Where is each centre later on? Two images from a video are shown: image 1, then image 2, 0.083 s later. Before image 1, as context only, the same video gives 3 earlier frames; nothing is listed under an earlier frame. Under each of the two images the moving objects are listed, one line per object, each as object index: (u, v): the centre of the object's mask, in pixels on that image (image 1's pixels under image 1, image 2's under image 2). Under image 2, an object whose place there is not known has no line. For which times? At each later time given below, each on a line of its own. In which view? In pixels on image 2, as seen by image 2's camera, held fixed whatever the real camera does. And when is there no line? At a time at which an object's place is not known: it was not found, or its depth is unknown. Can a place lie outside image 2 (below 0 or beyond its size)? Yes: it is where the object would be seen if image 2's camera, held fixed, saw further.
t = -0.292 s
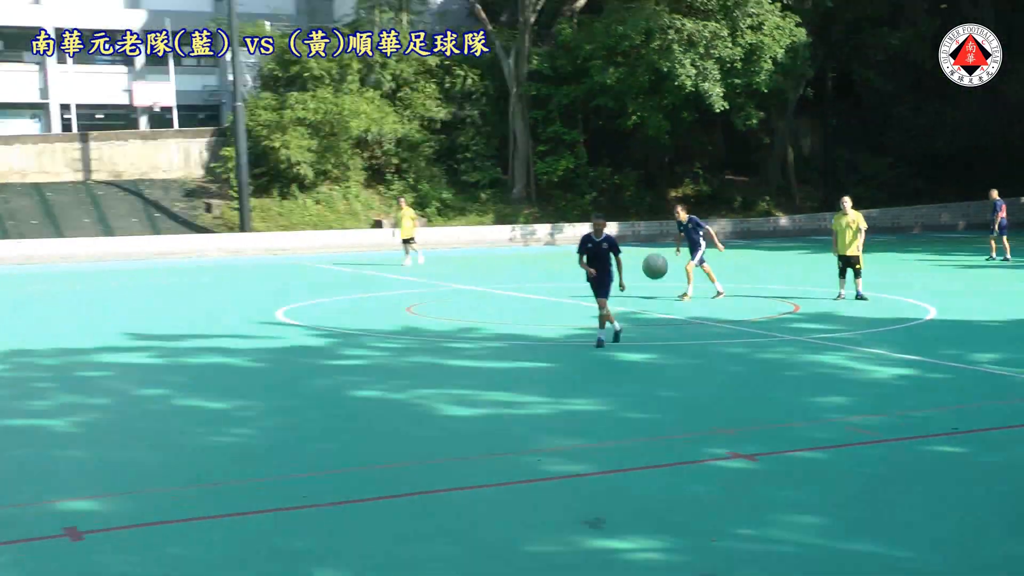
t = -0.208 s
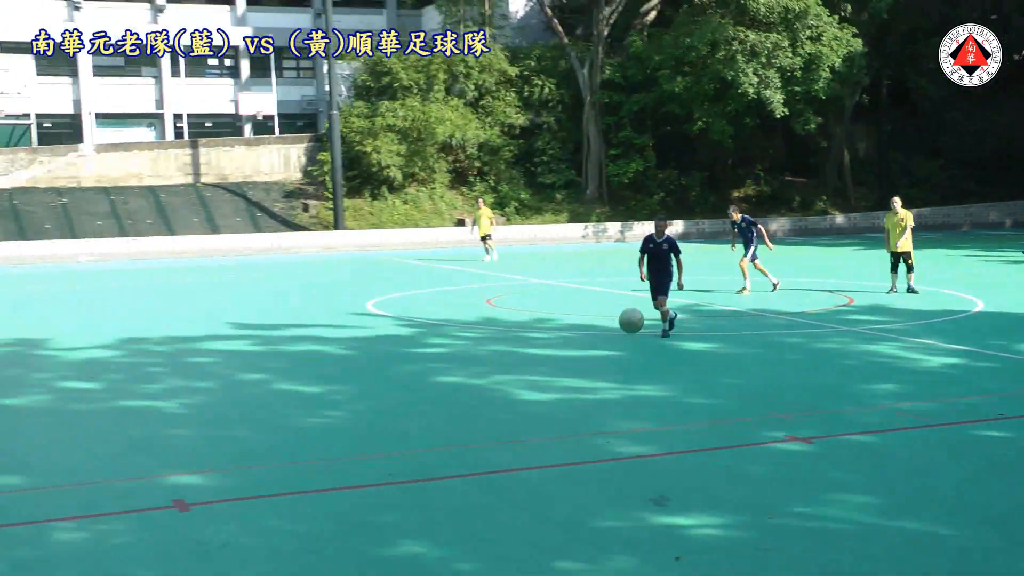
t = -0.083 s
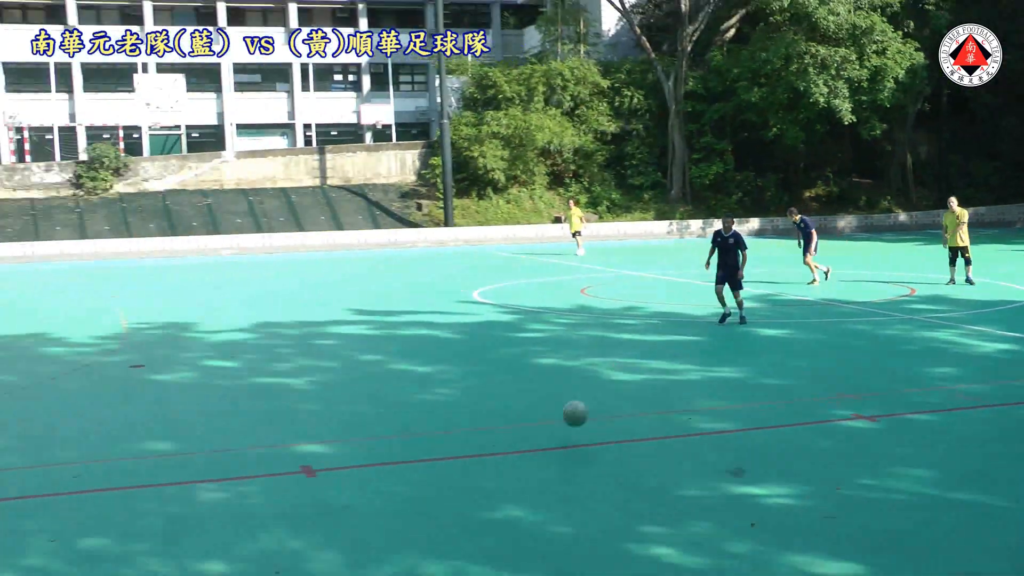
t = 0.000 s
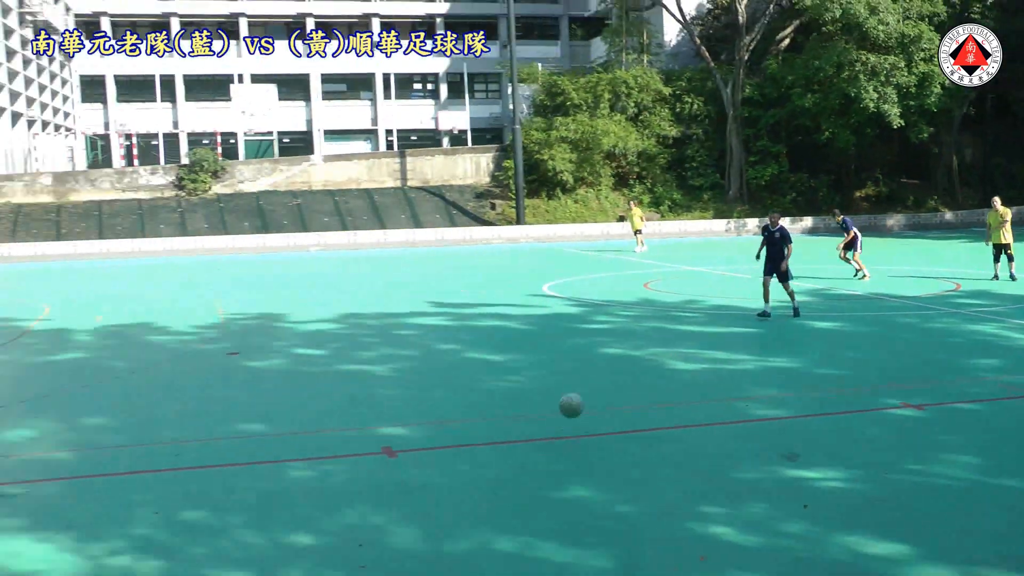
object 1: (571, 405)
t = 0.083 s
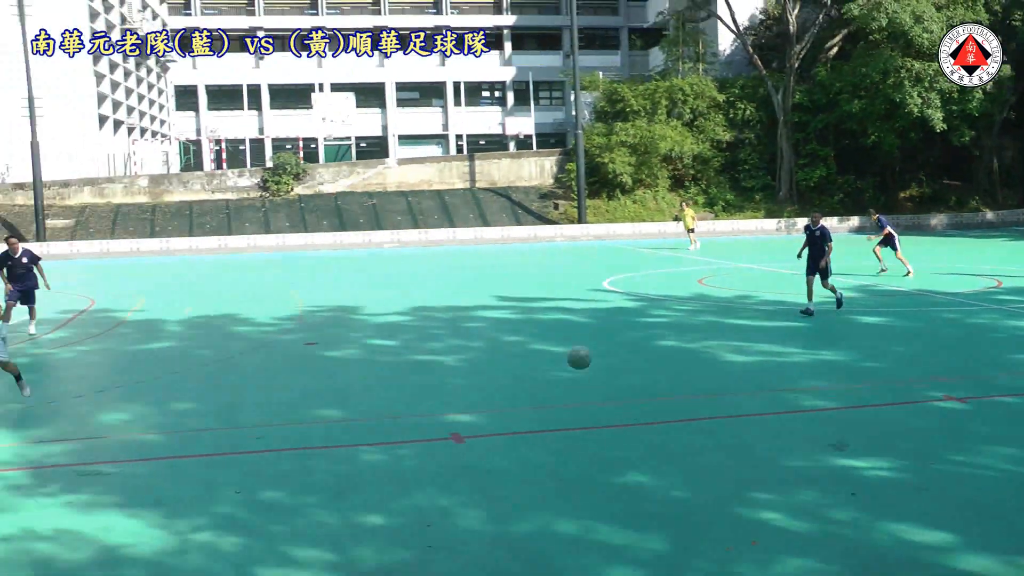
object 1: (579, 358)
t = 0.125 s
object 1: (551, 342)
